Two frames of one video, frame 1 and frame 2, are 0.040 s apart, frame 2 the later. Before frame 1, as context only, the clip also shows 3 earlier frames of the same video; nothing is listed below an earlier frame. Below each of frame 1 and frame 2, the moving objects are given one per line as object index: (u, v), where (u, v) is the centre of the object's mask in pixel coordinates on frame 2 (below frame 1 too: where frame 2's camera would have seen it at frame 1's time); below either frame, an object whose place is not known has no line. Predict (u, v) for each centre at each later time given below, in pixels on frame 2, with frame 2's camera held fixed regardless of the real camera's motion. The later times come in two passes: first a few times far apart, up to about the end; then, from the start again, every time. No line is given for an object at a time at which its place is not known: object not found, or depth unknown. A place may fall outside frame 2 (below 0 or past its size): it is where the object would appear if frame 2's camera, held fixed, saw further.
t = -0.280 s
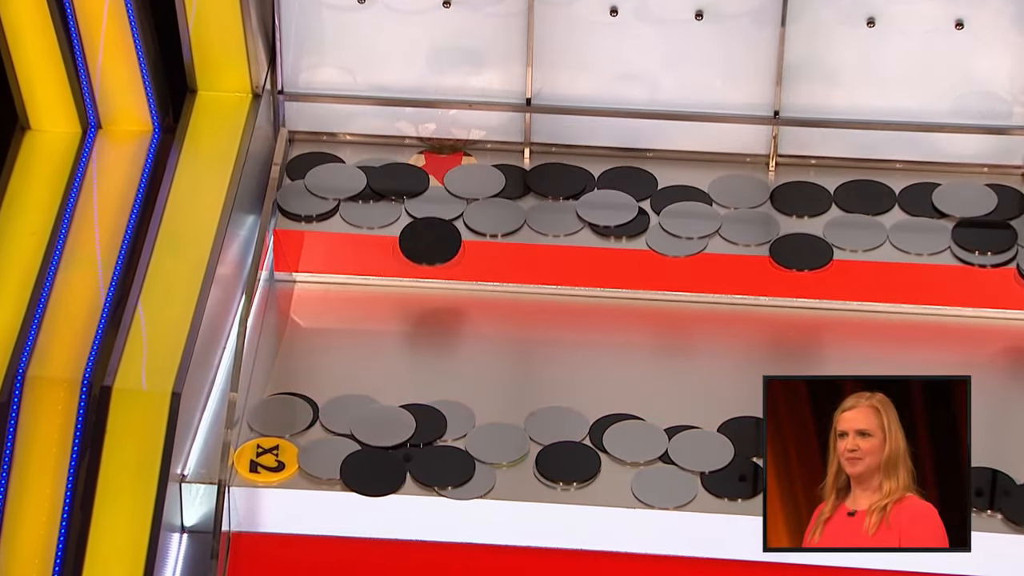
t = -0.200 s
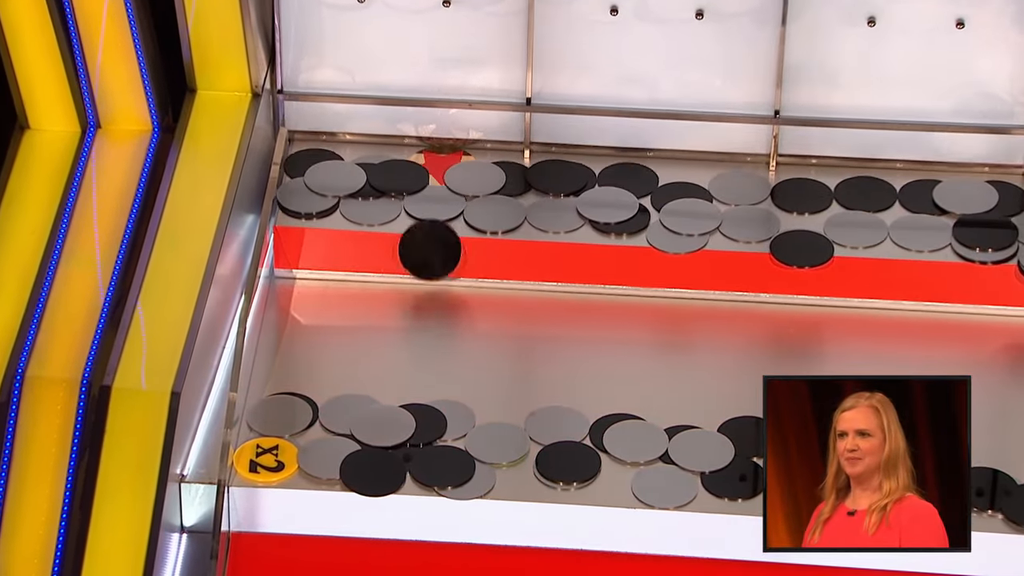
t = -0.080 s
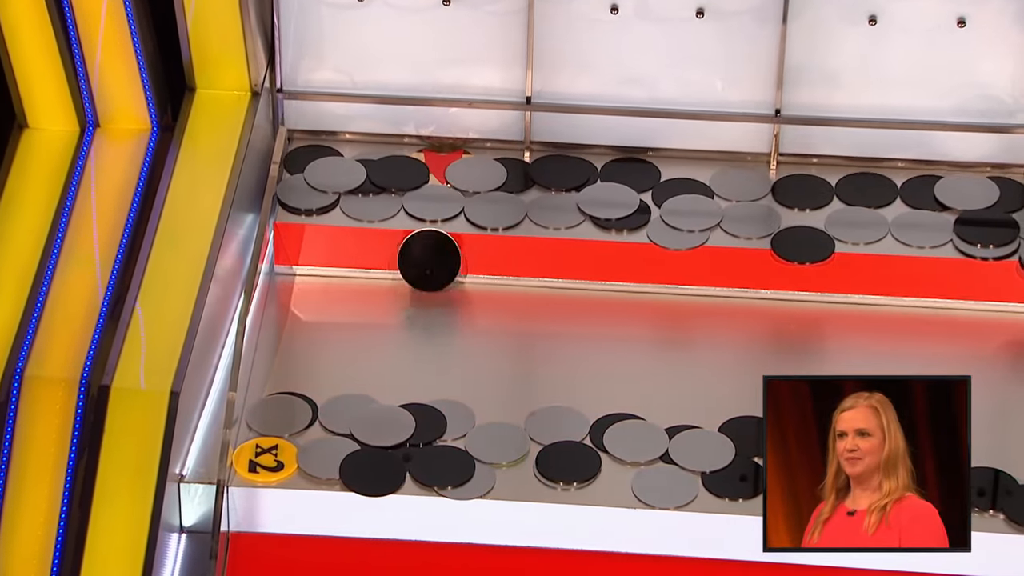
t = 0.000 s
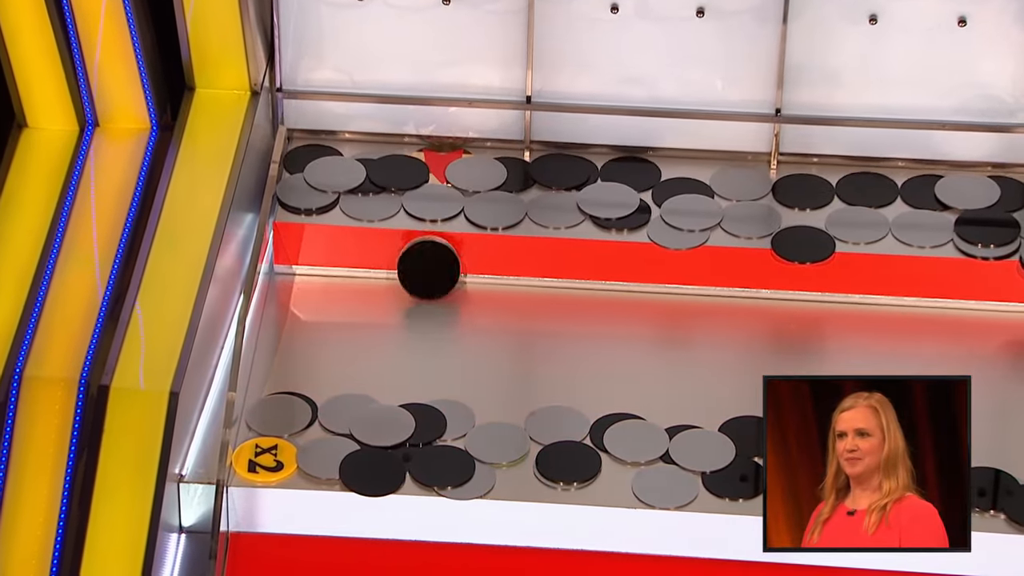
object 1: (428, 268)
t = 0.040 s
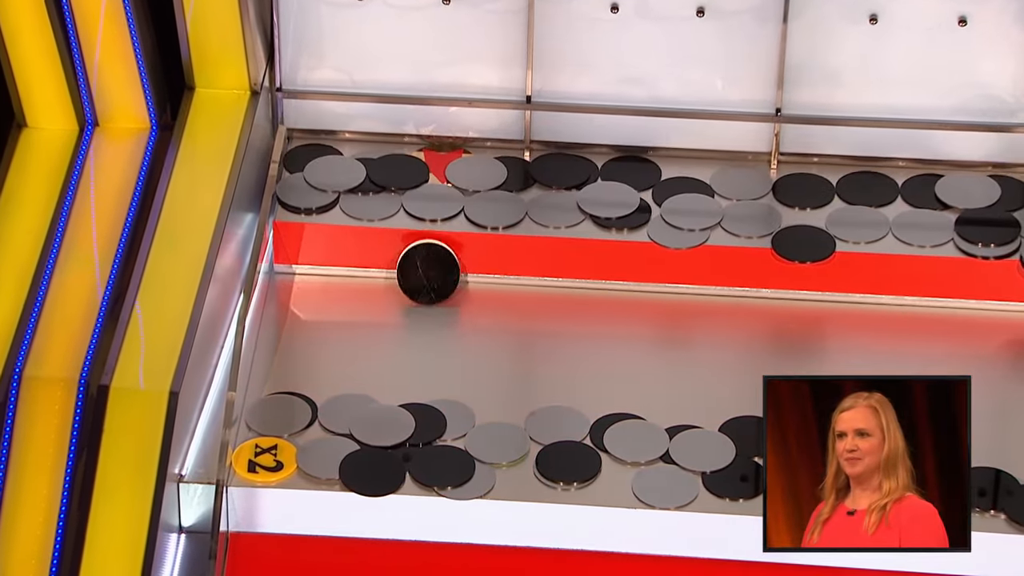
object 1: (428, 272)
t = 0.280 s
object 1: (419, 309)
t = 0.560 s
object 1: (414, 333)
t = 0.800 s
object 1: (414, 333)
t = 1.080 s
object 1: (414, 333)
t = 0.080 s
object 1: (427, 275)
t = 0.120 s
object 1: (427, 283)
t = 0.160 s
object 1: (426, 294)
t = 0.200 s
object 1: (424, 300)
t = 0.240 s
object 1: (421, 303)
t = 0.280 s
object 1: (419, 309)
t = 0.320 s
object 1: (417, 316)
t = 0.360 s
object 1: (417, 319)
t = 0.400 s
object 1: (416, 323)
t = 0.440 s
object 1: (416, 327)
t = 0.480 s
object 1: (415, 330)
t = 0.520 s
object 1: (414, 332)
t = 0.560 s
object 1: (414, 333)
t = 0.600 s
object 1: (414, 333)
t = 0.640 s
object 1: (414, 333)
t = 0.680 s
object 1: (413, 333)
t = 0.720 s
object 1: (414, 333)
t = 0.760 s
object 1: (414, 333)
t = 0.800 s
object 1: (414, 333)
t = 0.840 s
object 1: (414, 333)
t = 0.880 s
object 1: (414, 333)
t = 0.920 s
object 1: (414, 333)
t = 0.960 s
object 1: (414, 333)
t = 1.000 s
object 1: (414, 333)
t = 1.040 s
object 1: (414, 333)
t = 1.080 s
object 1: (414, 333)
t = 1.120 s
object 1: (413, 333)
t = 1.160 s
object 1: (413, 333)
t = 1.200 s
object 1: (414, 333)
